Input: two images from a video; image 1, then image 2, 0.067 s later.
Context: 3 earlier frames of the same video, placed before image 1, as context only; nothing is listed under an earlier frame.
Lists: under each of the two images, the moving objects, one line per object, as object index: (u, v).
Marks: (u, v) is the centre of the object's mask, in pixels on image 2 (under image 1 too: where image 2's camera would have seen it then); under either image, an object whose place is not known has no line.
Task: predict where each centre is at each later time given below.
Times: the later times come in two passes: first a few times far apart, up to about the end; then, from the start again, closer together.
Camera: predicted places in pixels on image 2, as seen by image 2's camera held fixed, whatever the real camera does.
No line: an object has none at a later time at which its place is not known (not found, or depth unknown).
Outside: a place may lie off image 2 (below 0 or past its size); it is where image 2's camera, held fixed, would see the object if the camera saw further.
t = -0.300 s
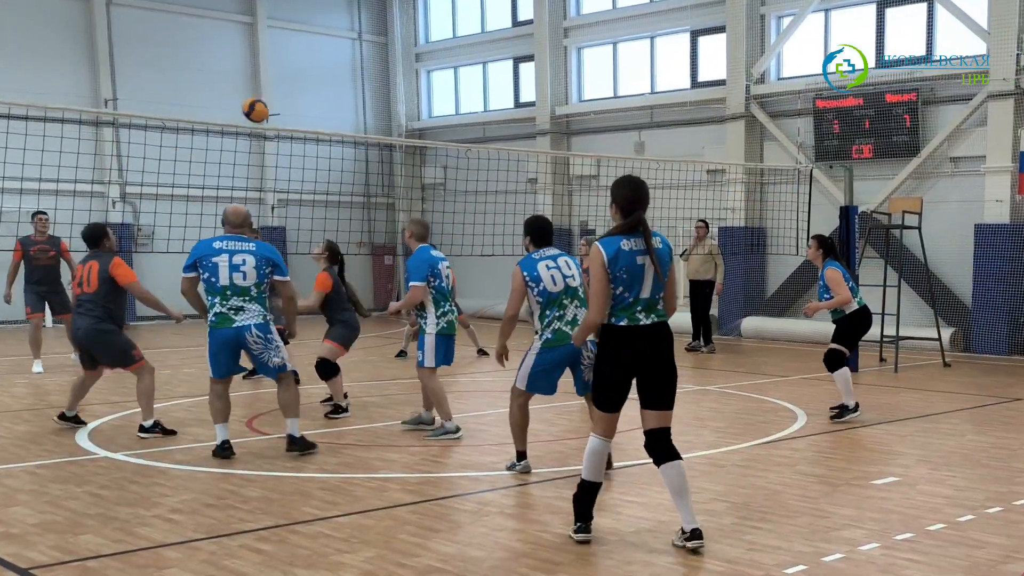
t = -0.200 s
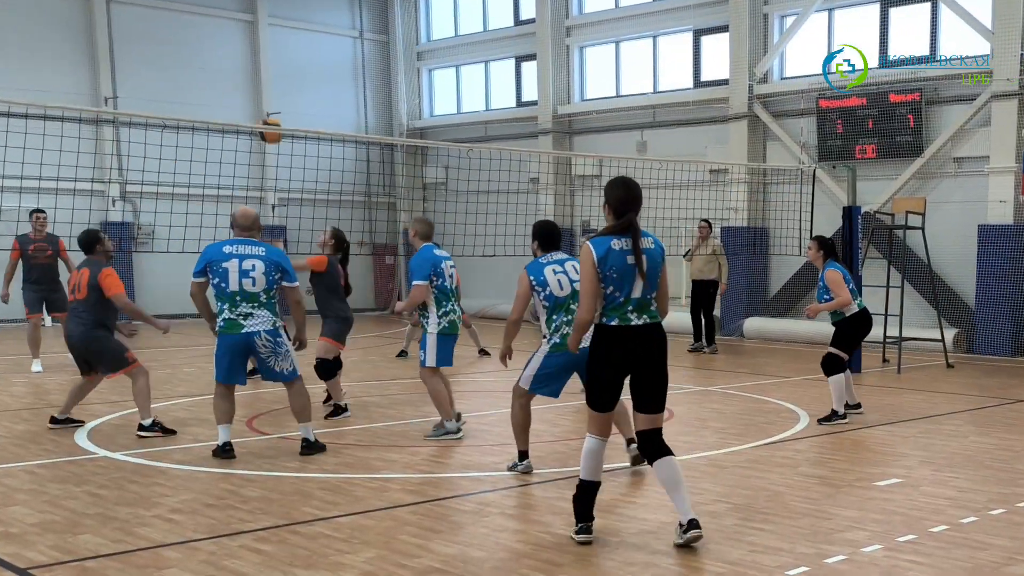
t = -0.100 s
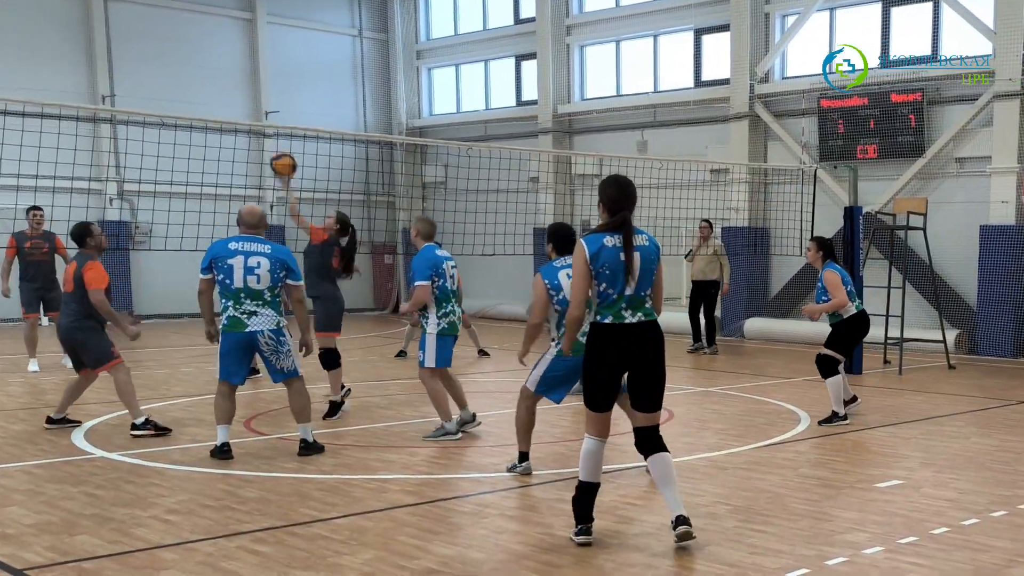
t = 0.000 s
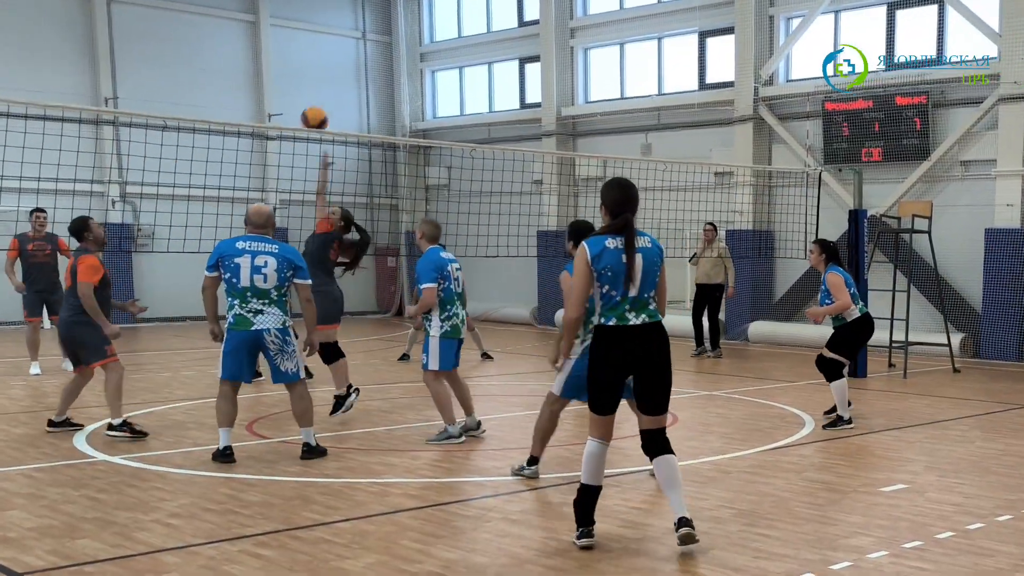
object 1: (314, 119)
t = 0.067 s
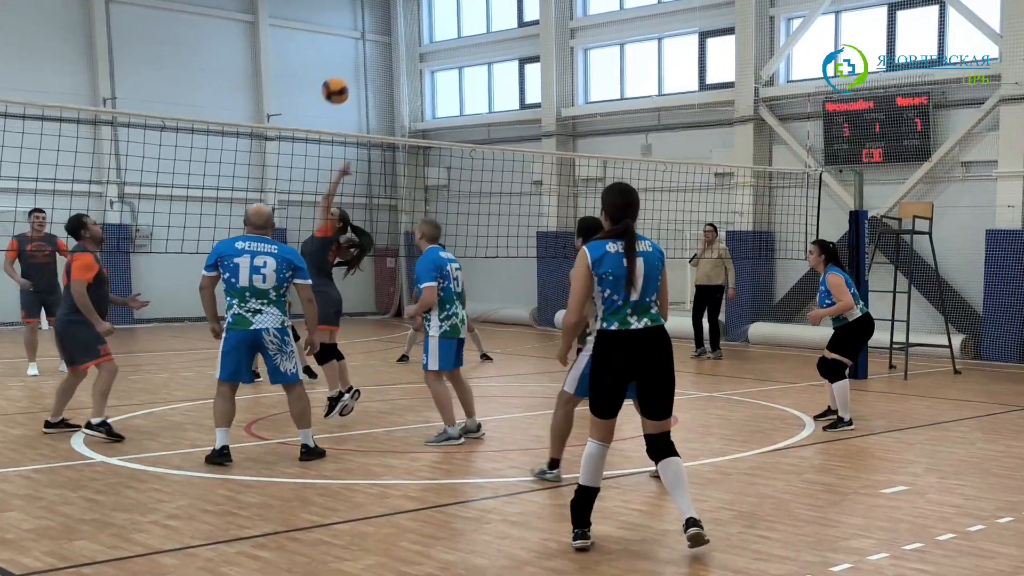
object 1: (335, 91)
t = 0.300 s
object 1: (411, 31)
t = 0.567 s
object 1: (500, 43)
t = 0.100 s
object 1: (346, 78)
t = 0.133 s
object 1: (357, 67)
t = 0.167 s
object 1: (369, 57)
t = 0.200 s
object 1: (379, 48)
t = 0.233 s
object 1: (390, 41)
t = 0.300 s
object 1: (411, 31)
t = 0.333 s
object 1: (422, 27)
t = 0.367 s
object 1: (433, 26)
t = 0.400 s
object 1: (444, 25)
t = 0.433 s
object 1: (455, 26)
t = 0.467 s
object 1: (466, 28)
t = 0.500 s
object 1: (477, 32)
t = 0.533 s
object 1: (489, 37)
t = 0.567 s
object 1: (500, 43)
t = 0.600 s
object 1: (512, 51)
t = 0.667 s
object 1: (533, 70)
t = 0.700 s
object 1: (544, 83)
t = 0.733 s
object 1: (555, 97)
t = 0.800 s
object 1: (580, 127)
